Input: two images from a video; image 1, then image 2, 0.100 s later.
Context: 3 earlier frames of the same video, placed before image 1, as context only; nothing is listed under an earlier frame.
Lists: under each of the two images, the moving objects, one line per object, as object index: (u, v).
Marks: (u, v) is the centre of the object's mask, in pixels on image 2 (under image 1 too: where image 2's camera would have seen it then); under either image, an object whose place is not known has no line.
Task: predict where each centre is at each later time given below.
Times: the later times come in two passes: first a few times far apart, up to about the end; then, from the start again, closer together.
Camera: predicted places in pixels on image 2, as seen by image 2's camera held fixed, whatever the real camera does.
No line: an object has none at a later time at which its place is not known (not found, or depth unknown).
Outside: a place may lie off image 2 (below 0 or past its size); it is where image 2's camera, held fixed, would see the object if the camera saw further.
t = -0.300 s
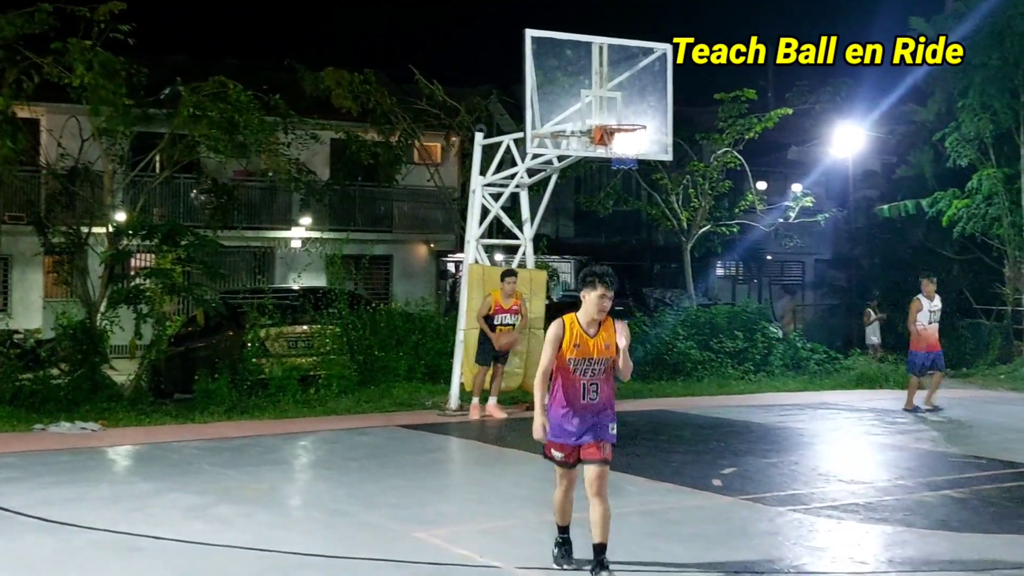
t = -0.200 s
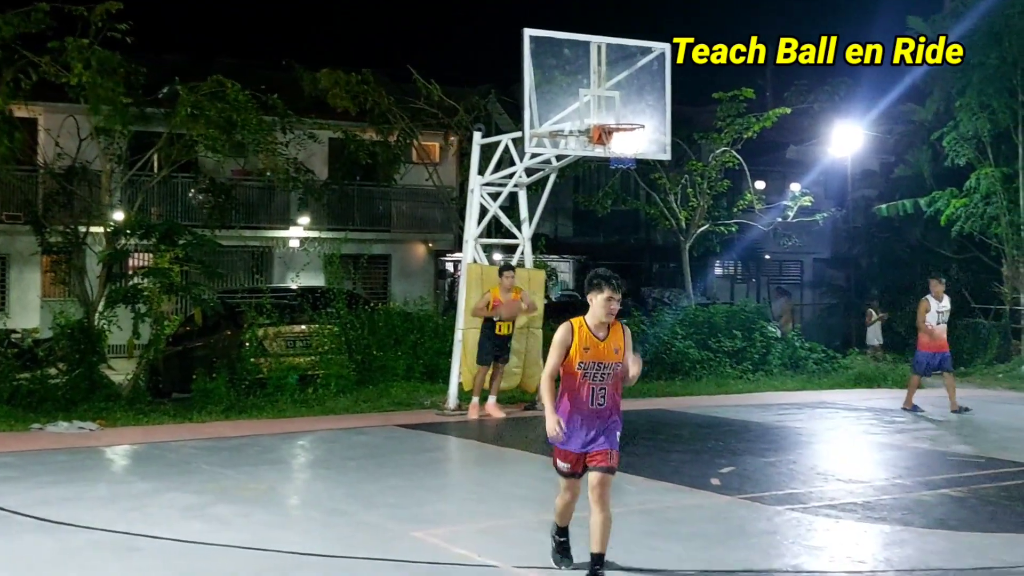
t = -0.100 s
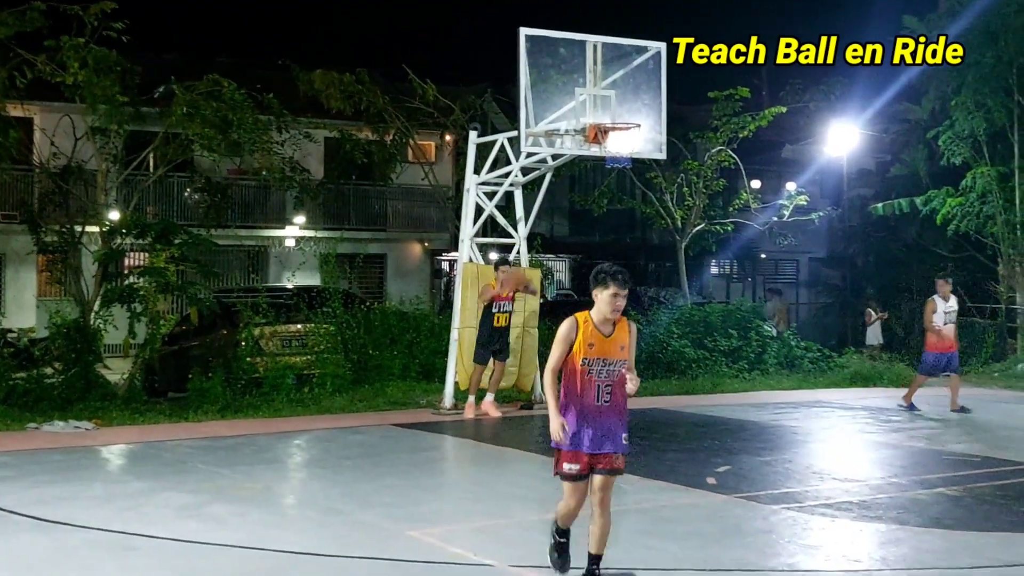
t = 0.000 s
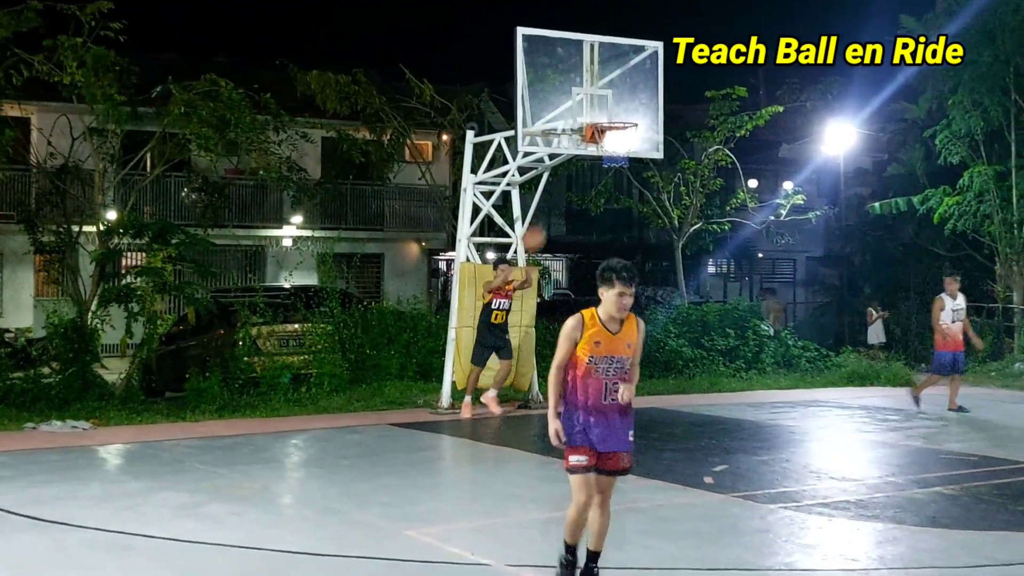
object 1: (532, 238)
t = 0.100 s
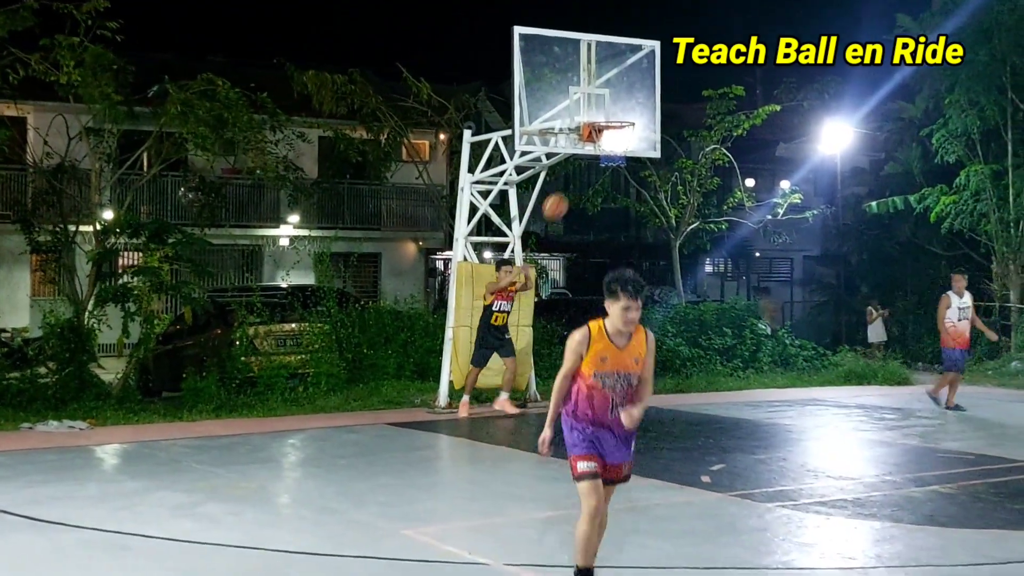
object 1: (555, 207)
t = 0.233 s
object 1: (590, 175)
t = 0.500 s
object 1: (676, 164)
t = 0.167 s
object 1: (572, 189)
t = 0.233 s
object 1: (590, 175)
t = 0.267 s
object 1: (600, 170)
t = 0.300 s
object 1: (610, 166)
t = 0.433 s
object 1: (653, 160)
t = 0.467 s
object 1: (664, 161)
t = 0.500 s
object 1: (676, 164)
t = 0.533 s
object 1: (688, 169)
